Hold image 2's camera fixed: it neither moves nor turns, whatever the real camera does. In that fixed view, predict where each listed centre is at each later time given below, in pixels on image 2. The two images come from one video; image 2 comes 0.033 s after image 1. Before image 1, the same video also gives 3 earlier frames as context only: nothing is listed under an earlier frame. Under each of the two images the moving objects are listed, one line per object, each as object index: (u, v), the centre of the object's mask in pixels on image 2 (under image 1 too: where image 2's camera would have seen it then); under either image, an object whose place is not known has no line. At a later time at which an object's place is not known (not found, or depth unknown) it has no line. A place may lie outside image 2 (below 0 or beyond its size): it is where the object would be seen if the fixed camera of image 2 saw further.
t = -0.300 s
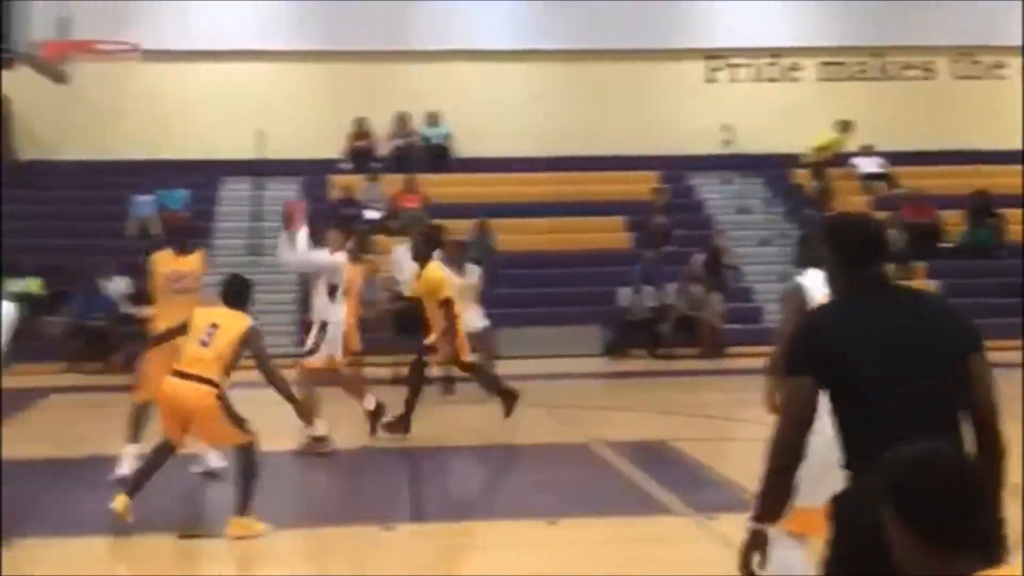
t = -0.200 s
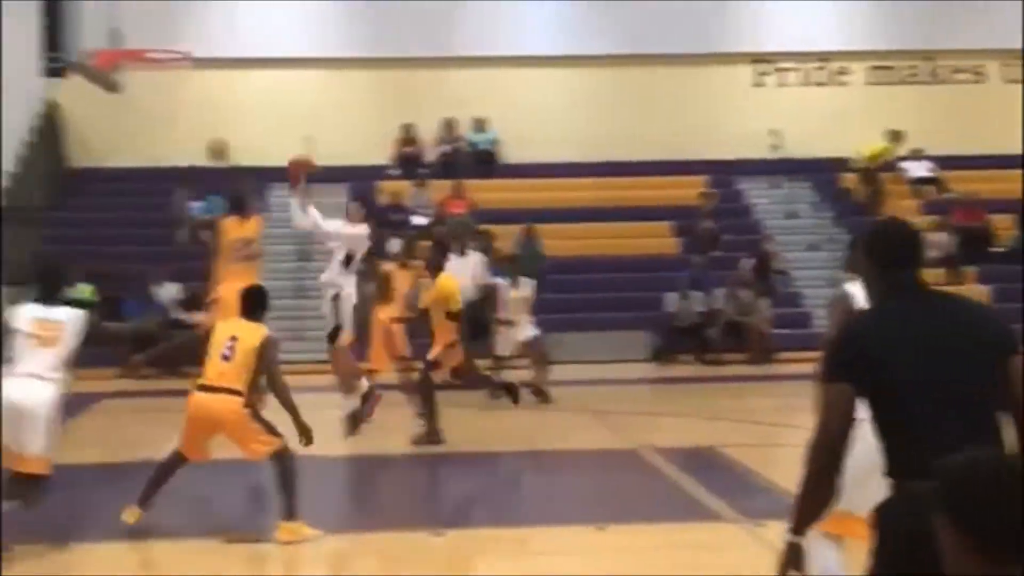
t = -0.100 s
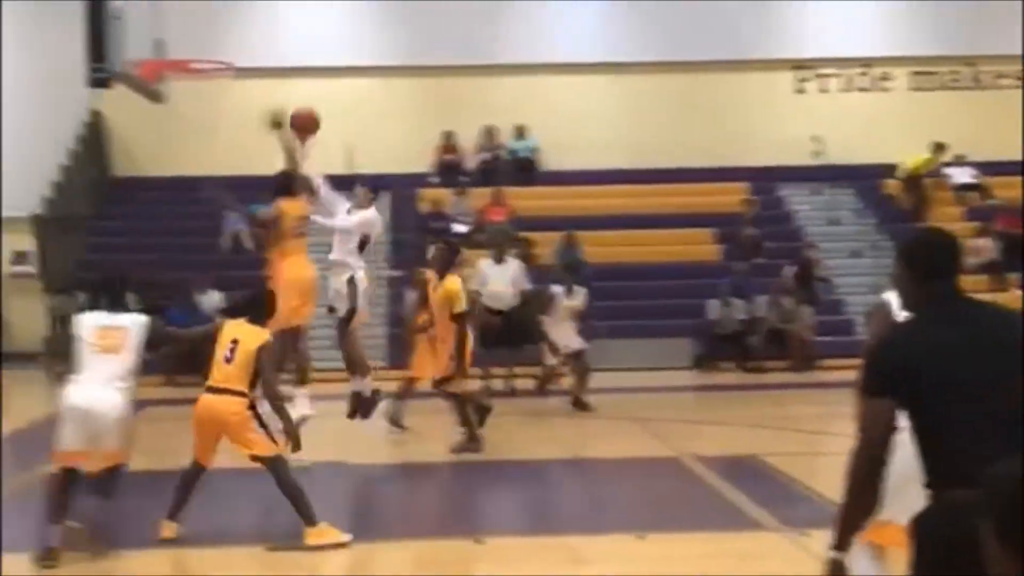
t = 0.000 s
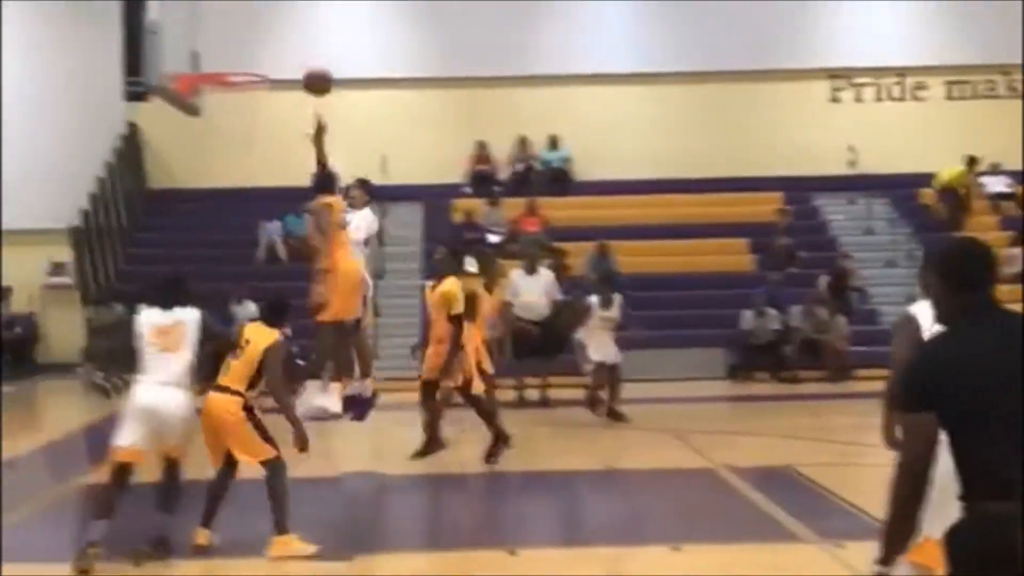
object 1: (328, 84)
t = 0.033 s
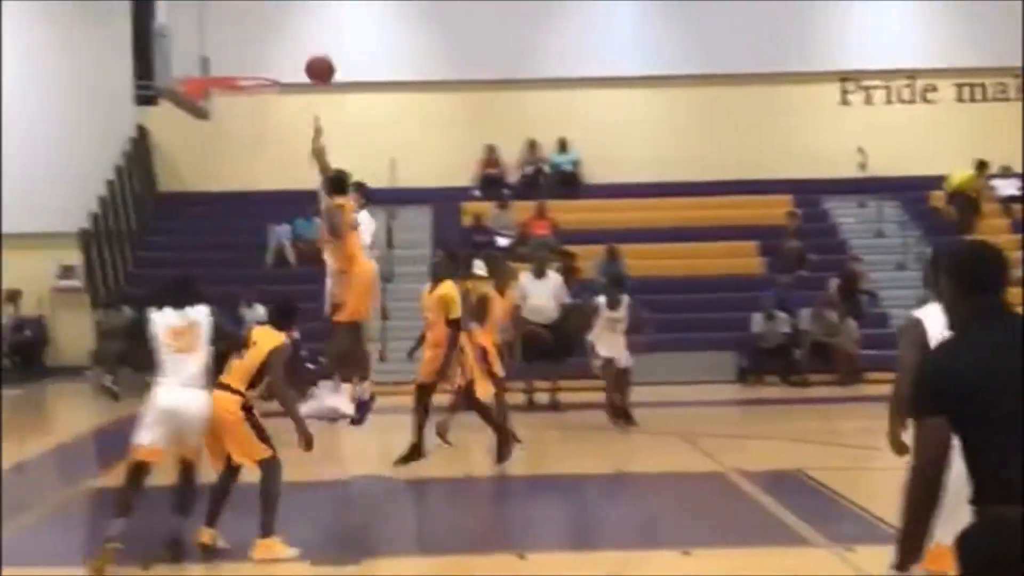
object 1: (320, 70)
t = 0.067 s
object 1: (312, 56)
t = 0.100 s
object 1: (304, 44)
